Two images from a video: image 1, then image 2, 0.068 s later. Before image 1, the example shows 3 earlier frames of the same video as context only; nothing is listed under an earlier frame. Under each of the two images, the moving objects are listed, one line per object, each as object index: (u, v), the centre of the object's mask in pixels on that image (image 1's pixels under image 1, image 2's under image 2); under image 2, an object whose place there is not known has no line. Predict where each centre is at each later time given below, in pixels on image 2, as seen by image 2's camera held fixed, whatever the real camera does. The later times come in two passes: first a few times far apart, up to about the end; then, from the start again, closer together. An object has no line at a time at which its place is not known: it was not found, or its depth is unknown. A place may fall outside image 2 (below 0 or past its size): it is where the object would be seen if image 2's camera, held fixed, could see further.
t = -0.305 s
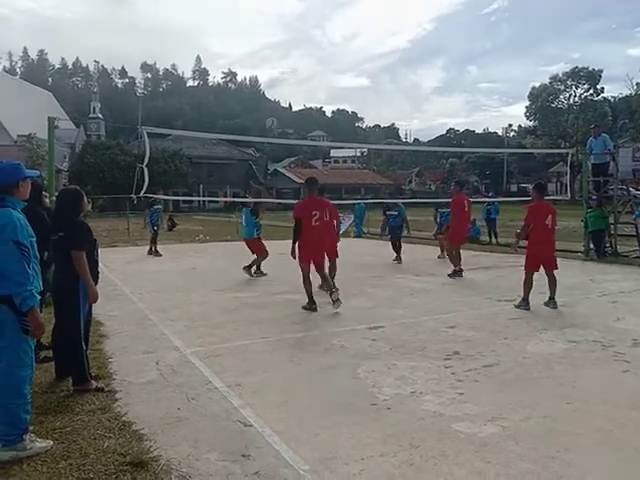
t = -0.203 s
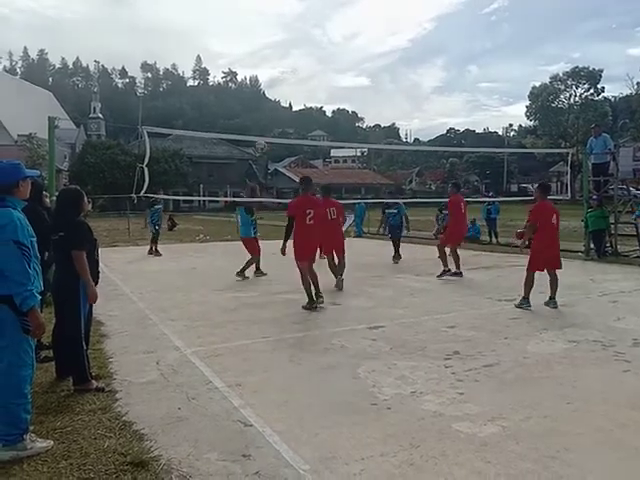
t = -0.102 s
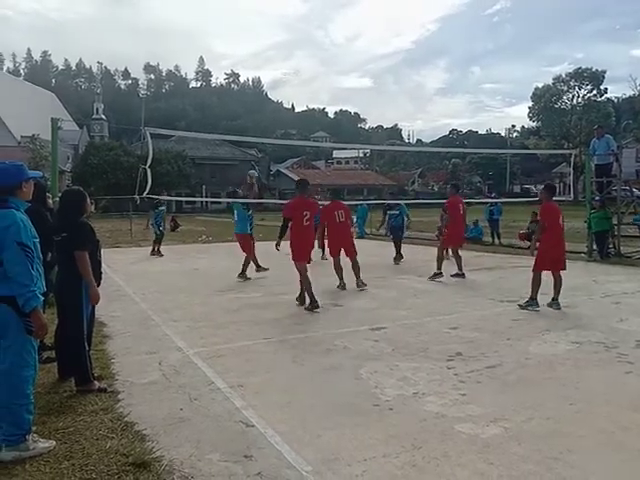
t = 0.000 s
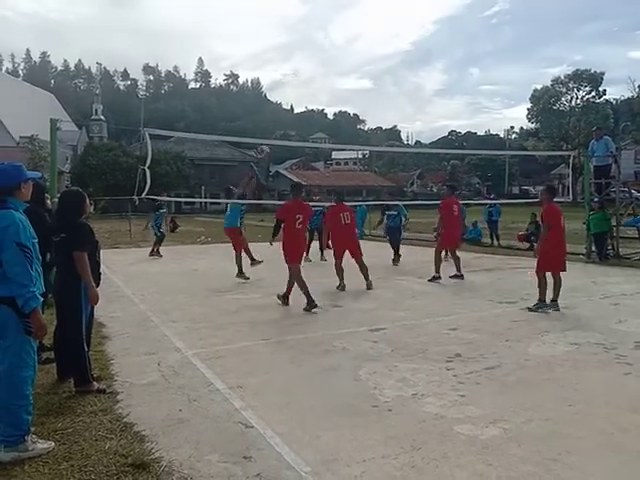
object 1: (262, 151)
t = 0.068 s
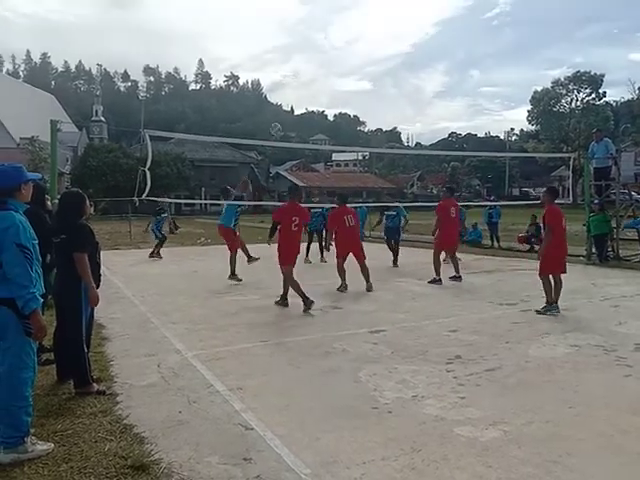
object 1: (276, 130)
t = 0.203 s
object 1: (298, 90)
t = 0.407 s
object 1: (329, 53)
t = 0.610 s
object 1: (357, 41)
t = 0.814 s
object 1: (383, 49)
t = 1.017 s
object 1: (407, 77)
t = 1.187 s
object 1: (425, 113)
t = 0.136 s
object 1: (286, 105)
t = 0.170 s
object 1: (292, 98)
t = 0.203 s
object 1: (298, 90)
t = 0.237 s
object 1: (303, 82)
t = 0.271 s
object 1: (309, 75)
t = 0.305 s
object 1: (314, 68)
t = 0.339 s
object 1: (319, 62)
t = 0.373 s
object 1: (324, 57)
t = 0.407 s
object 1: (329, 53)
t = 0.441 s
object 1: (334, 49)
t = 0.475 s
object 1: (339, 46)
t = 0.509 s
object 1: (343, 44)
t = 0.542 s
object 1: (348, 42)
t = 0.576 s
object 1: (353, 41)
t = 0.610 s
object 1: (357, 41)
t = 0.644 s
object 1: (362, 40)
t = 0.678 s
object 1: (366, 41)
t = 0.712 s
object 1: (371, 43)
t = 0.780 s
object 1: (379, 47)
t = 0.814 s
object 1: (383, 49)
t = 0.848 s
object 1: (388, 53)
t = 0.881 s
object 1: (391, 57)
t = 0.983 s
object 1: (403, 72)
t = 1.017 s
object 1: (407, 77)
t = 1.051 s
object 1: (411, 84)
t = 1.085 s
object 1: (415, 90)
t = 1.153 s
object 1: (422, 105)
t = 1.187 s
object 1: (425, 113)
